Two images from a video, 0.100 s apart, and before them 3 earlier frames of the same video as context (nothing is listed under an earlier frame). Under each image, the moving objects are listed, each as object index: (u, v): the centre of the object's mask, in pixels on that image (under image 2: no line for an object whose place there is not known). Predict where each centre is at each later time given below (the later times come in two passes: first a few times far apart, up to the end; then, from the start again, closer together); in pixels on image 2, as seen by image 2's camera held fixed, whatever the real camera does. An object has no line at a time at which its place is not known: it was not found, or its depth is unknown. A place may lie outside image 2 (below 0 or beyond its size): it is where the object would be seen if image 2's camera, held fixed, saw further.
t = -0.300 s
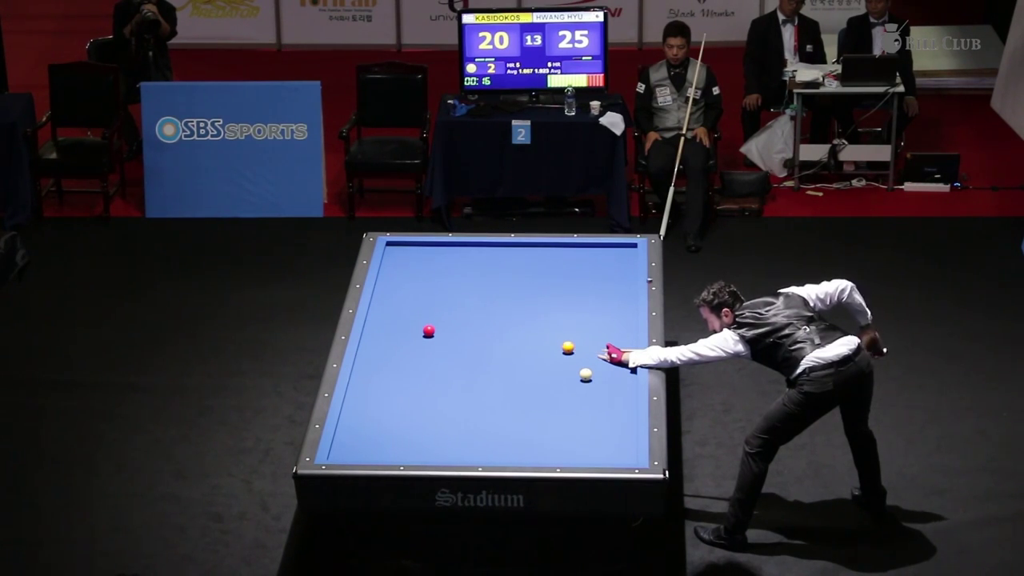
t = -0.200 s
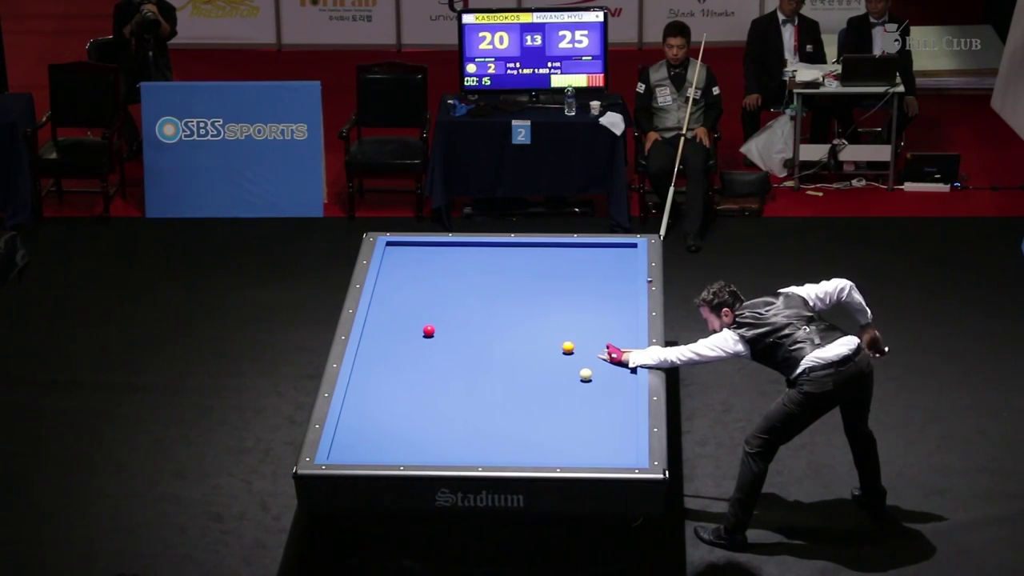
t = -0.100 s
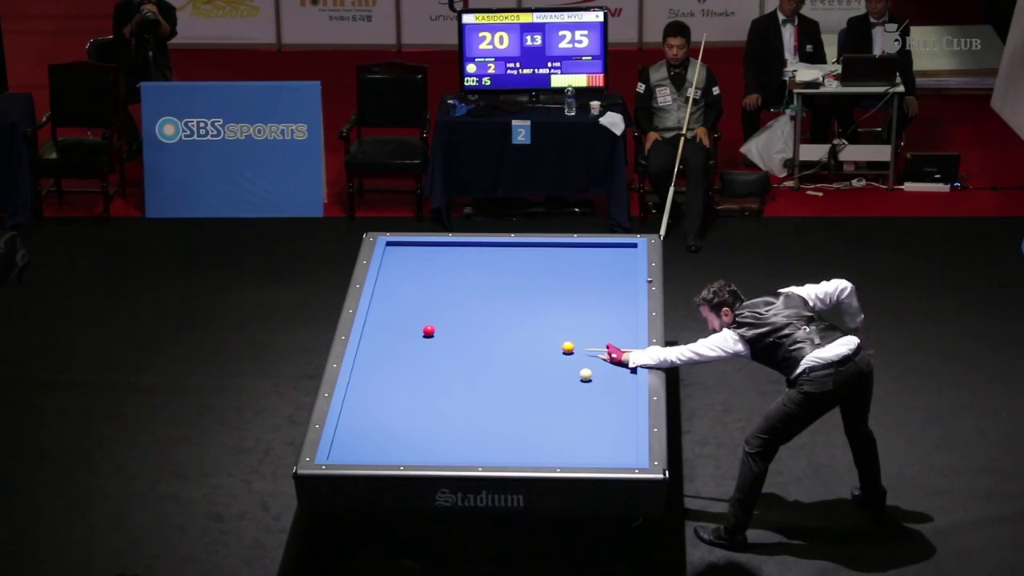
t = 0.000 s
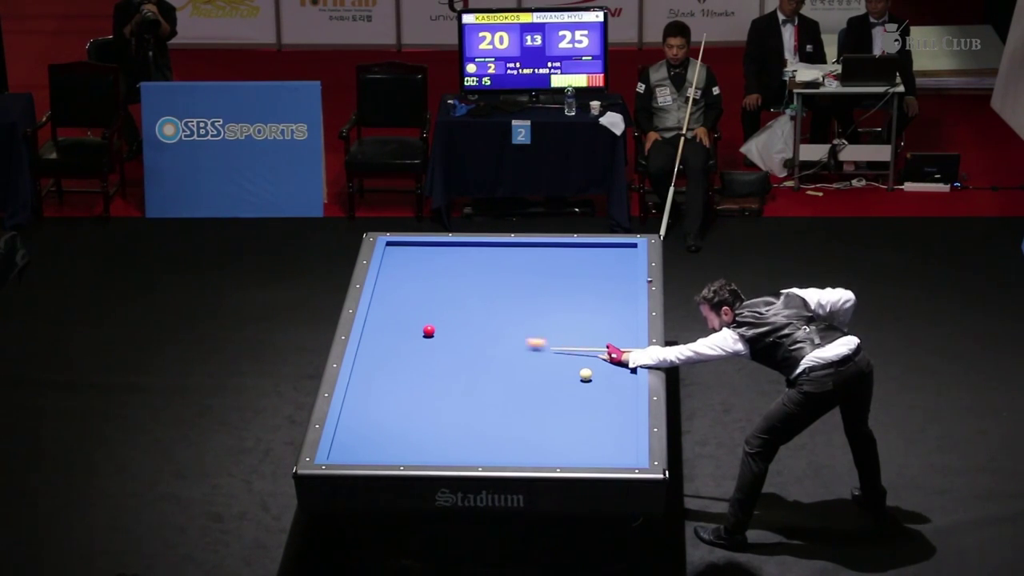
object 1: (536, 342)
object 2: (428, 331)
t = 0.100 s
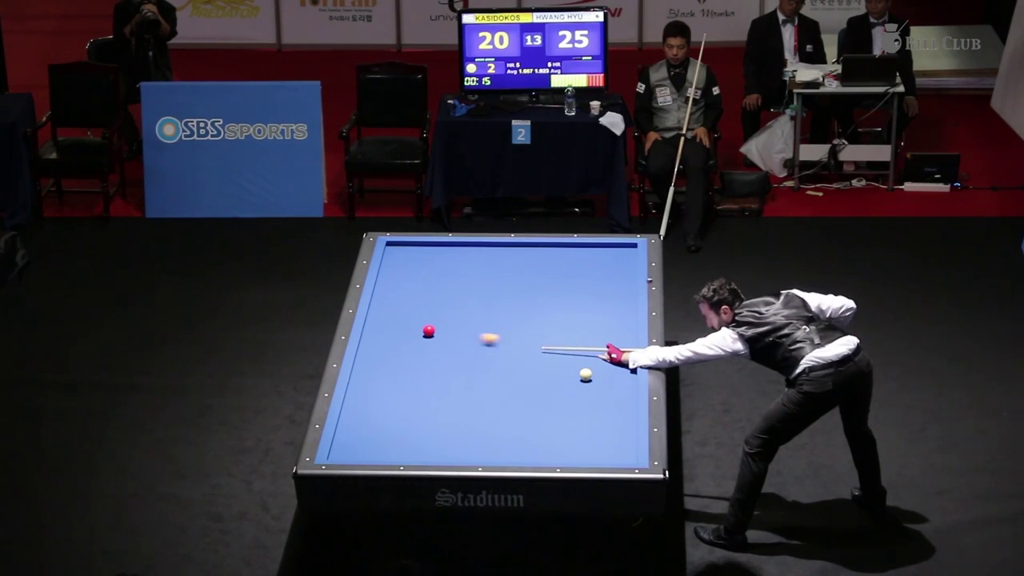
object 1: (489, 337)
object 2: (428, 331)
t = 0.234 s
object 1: (435, 333)
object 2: (425, 329)
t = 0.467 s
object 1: (401, 345)
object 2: (378, 309)
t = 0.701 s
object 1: (370, 356)
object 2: (401, 298)
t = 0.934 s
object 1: (371, 368)
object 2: (428, 288)
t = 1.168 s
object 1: (383, 381)
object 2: (453, 278)
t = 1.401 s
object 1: (396, 395)
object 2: (478, 268)
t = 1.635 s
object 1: (409, 409)
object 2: (502, 259)
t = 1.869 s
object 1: (422, 423)
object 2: (526, 250)
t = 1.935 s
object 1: (426, 427)
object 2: (532, 248)
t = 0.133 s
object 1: (475, 336)
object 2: (428, 331)
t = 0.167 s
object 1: (460, 335)
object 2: (428, 331)
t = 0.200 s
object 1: (447, 333)
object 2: (428, 331)
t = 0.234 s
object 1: (435, 333)
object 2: (425, 329)
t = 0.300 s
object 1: (425, 337)
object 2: (411, 323)
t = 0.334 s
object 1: (420, 339)
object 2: (404, 320)
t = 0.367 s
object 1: (415, 341)
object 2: (397, 318)
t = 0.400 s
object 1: (410, 342)
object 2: (391, 315)
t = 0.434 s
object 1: (406, 344)
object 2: (385, 312)
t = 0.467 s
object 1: (401, 345)
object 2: (378, 309)
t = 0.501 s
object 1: (397, 347)
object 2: (374, 307)
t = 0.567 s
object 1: (388, 350)
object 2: (384, 304)
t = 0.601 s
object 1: (383, 351)
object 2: (389, 302)
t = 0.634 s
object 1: (378, 352)
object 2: (393, 301)
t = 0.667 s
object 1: (374, 354)
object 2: (397, 300)
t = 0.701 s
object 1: (370, 356)
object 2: (401, 298)
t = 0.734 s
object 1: (365, 357)
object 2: (405, 296)
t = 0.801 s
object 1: (362, 360)
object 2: (412, 294)
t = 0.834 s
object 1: (364, 362)
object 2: (416, 292)
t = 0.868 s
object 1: (367, 364)
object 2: (420, 290)
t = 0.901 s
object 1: (369, 366)
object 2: (424, 289)
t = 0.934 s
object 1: (371, 368)
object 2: (428, 288)
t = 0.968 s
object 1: (372, 370)
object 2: (431, 286)
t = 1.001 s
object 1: (374, 372)
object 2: (435, 285)
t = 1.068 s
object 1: (378, 376)
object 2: (442, 282)
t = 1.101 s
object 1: (380, 378)
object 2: (446, 281)
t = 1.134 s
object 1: (381, 380)
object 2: (450, 279)
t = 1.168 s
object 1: (383, 381)
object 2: (453, 278)
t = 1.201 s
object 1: (385, 383)
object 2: (457, 276)
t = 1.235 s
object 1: (387, 385)
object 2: (461, 275)
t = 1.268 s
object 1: (389, 387)
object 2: (464, 274)
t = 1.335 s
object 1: (393, 391)
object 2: (471, 271)
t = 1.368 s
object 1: (394, 393)
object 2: (475, 270)
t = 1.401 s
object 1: (396, 395)
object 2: (478, 268)
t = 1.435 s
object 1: (398, 397)
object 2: (482, 267)
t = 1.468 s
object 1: (400, 399)
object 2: (485, 266)
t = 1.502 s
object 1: (402, 401)
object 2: (489, 264)
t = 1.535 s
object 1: (404, 403)
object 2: (492, 263)
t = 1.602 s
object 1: (408, 407)
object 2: (499, 261)
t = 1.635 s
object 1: (409, 409)
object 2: (502, 259)
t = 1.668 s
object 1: (411, 411)
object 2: (506, 258)
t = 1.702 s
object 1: (413, 413)
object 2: (509, 257)
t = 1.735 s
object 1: (415, 415)
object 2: (512, 256)
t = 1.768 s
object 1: (417, 417)
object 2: (516, 254)
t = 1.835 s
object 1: (420, 421)
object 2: (522, 251)
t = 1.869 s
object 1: (422, 423)
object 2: (526, 250)
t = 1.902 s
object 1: (424, 424)
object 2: (529, 249)
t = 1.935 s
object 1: (426, 427)
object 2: (532, 248)
